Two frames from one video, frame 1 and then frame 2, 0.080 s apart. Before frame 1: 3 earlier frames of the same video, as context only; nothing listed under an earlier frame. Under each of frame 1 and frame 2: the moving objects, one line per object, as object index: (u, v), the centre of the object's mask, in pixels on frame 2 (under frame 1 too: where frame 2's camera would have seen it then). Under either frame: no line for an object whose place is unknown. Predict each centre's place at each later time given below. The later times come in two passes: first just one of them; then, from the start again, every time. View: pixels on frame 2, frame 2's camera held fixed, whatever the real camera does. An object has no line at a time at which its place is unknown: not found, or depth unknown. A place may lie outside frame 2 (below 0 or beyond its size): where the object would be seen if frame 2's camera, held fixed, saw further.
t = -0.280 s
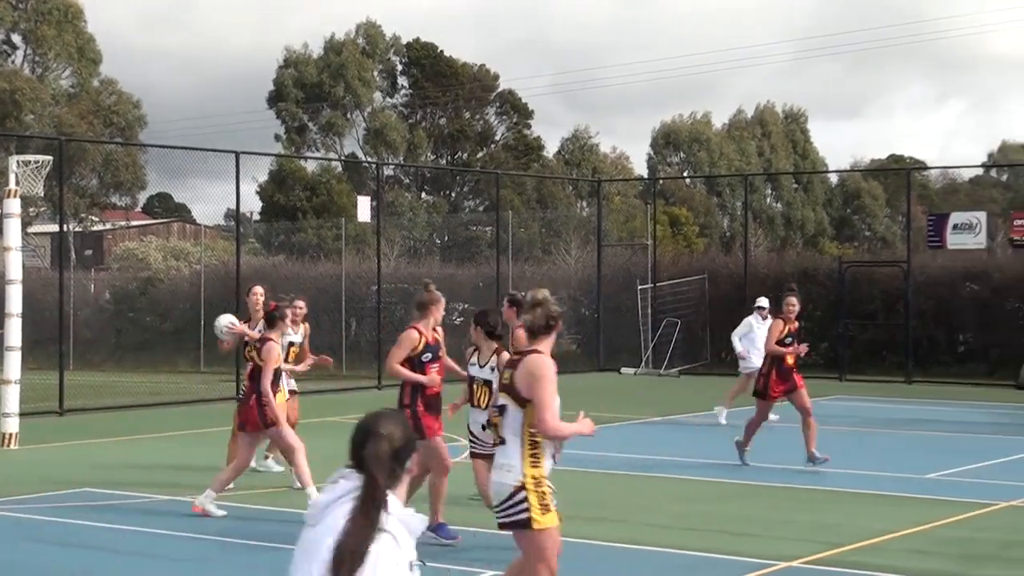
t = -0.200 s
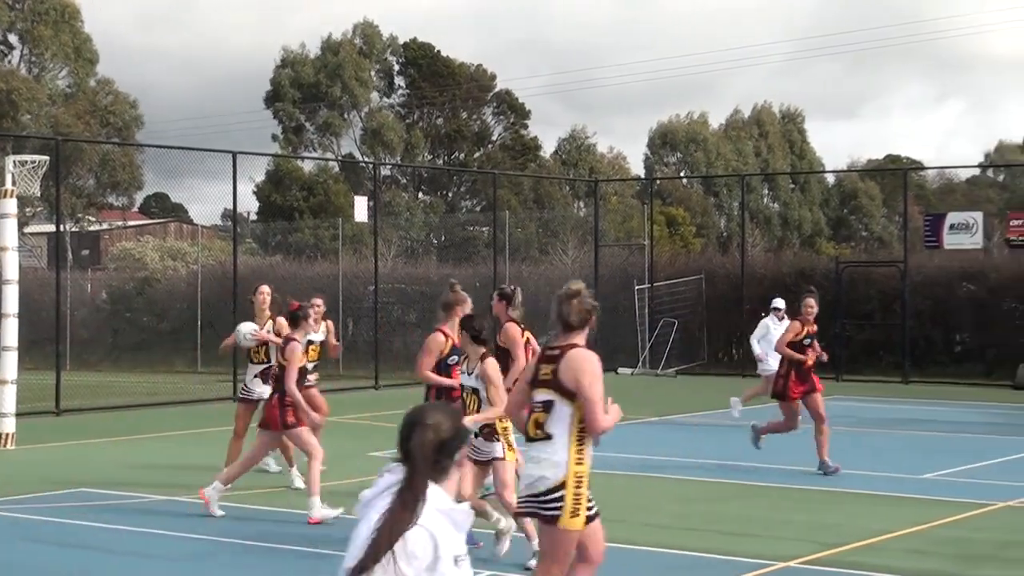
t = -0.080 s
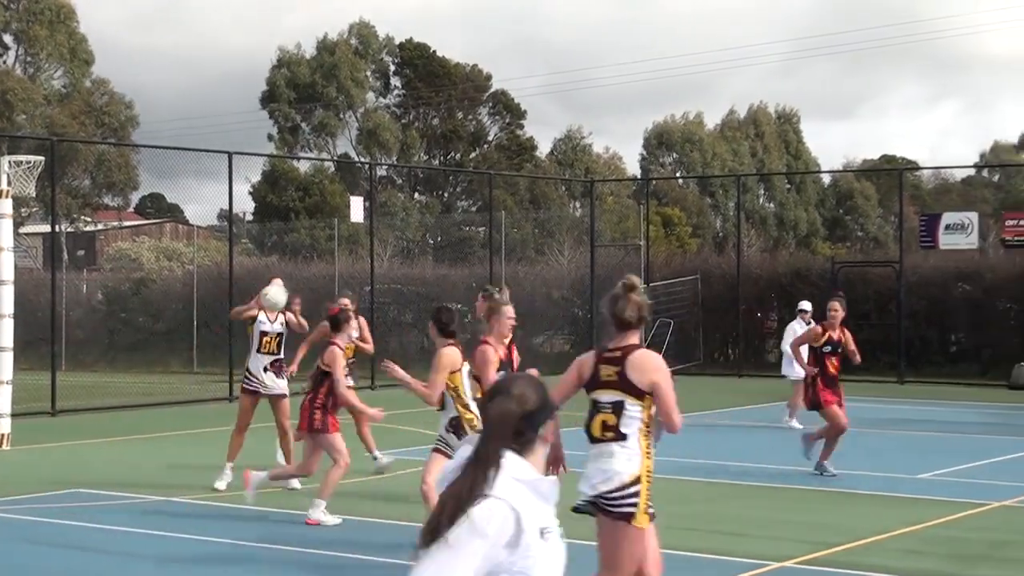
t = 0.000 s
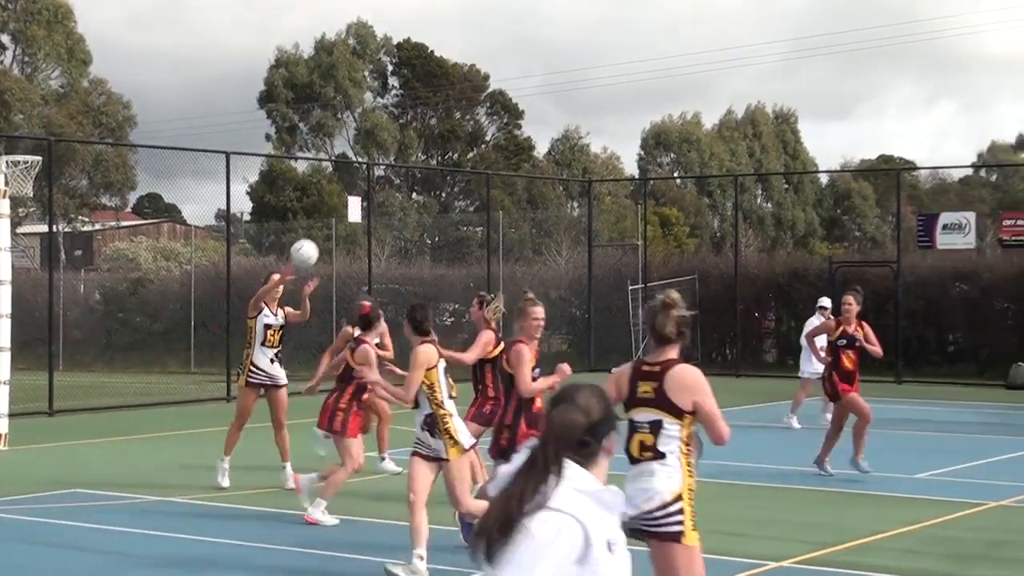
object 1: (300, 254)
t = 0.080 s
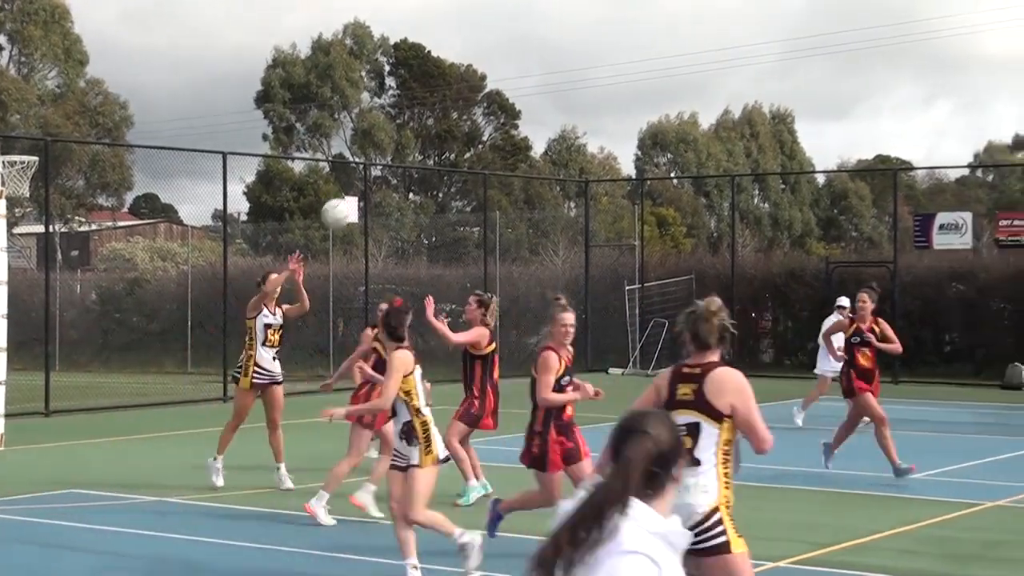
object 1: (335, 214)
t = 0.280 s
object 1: (441, 134)
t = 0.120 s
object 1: (356, 194)
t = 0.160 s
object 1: (376, 177)
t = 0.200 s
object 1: (396, 161)
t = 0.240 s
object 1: (418, 146)
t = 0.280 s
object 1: (441, 134)
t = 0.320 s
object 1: (466, 121)
